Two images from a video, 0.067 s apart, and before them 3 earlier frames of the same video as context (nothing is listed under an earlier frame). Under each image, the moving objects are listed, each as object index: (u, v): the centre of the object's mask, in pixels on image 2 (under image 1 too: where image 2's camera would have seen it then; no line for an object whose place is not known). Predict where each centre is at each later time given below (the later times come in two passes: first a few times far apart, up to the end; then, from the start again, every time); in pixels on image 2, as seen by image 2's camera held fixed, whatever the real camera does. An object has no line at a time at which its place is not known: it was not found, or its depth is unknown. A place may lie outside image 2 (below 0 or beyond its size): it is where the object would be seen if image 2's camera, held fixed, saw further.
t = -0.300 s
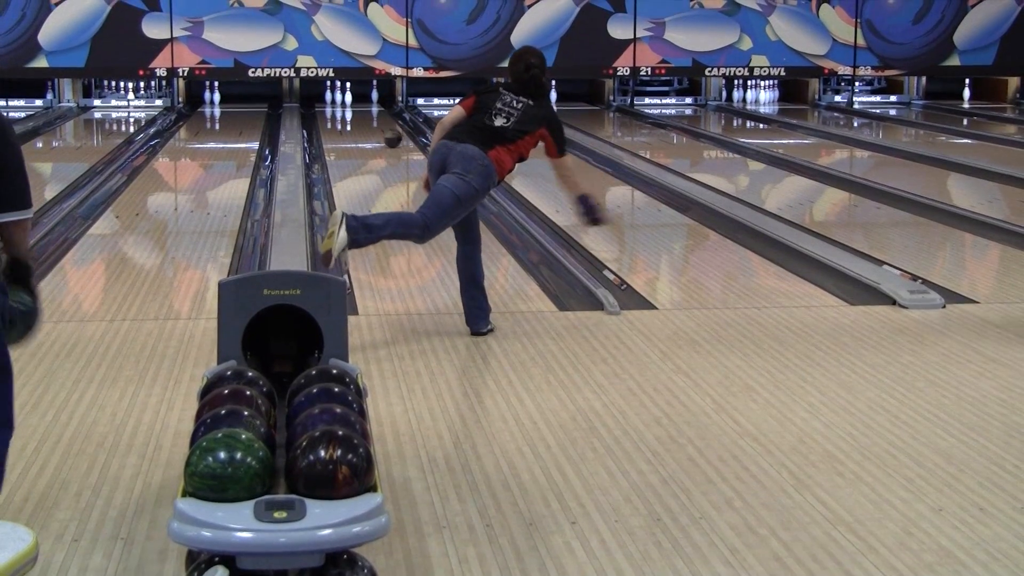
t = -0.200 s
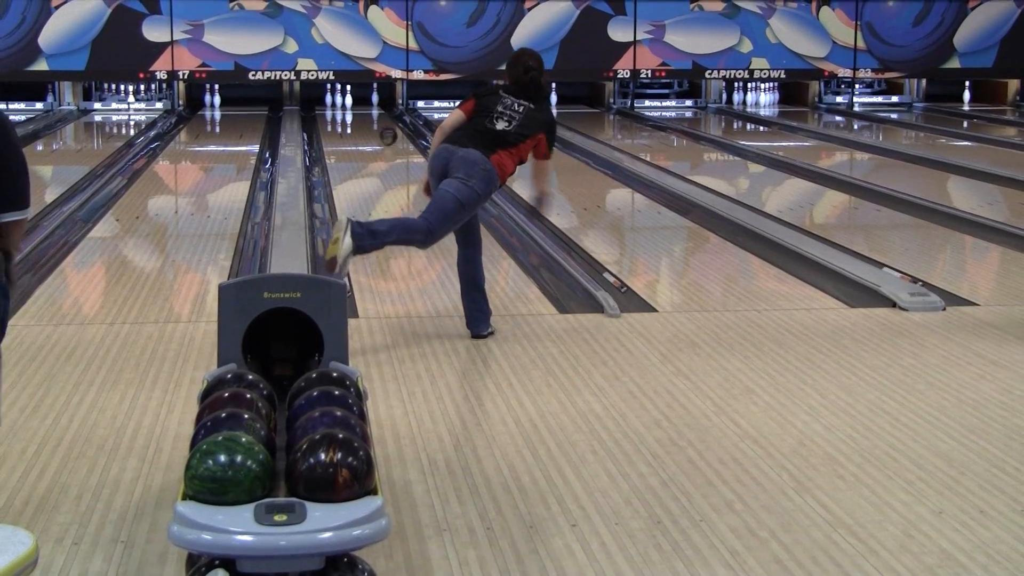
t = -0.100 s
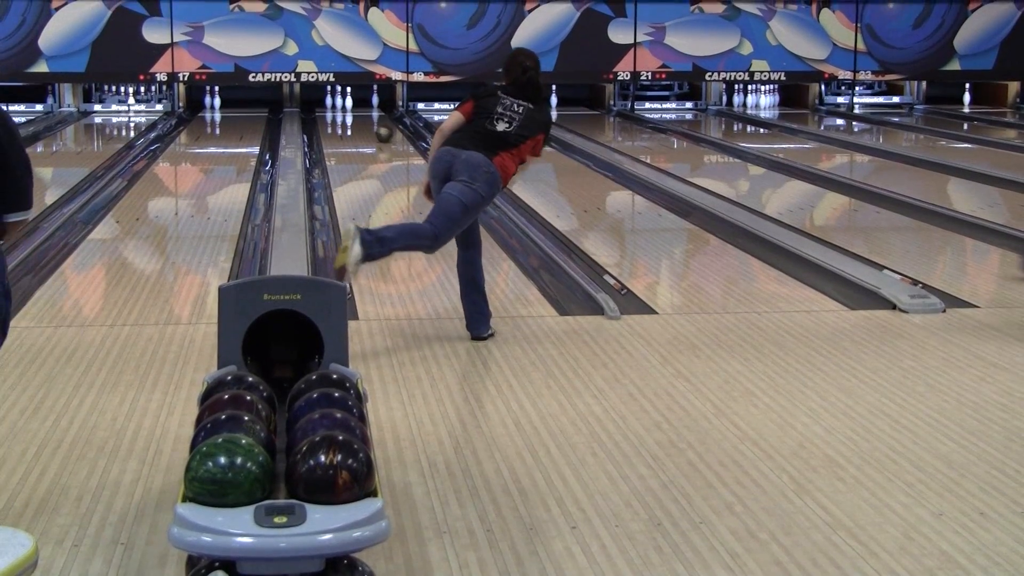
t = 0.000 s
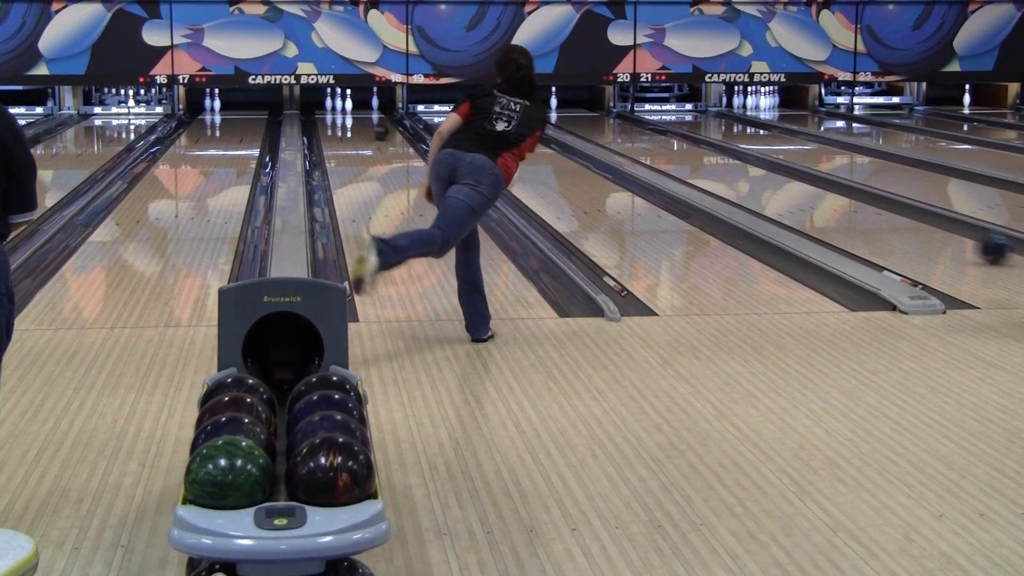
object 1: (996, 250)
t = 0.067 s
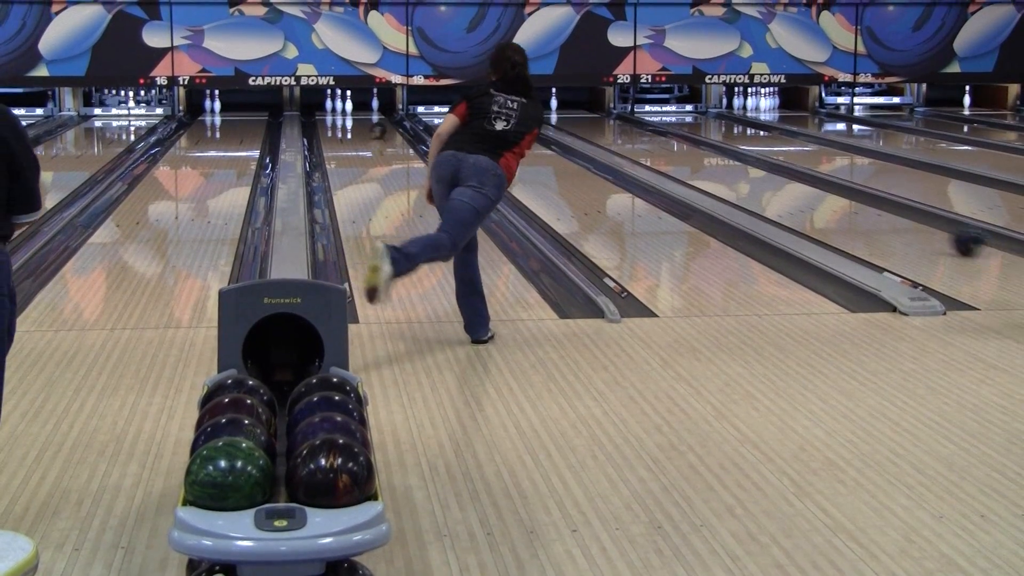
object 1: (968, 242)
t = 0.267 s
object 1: (898, 216)
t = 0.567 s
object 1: (818, 189)
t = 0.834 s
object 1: (763, 170)
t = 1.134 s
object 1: (714, 154)
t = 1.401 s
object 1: (679, 141)
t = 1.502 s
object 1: (668, 137)
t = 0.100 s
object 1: (954, 237)
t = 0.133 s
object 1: (942, 234)
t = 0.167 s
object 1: (930, 230)
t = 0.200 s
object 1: (919, 224)
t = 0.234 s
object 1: (908, 220)
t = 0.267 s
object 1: (898, 216)
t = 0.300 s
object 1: (888, 214)
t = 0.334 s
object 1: (878, 211)
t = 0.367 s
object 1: (868, 207)
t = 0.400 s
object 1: (859, 204)
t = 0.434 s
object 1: (850, 200)
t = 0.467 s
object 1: (842, 198)
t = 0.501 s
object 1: (833, 194)
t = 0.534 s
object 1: (825, 192)
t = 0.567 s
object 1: (818, 189)
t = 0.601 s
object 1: (811, 187)
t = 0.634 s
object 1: (803, 184)
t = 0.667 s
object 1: (795, 182)
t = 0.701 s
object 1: (789, 180)
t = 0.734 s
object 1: (782, 177)
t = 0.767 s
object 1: (775, 175)
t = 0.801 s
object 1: (769, 172)
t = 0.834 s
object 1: (763, 170)
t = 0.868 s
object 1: (757, 168)
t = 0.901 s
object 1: (751, 166)
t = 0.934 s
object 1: (746, 165)
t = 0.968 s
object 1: (741, 163)
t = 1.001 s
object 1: (734, 161)
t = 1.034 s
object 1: (729, 159)
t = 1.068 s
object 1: (724, 158)
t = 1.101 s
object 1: (719, 155)
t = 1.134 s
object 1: (714, 154)
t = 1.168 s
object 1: (710, 152)
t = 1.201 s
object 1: (705, 150)
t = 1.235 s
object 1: (701, 148)
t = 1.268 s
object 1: (697, 147)
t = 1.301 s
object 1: (691, 145)
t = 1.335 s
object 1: (687, 144)
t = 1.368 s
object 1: (684, 143)
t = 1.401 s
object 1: (679, 141)
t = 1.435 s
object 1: (675, 140)
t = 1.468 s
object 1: (672, 139)
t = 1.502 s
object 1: (668, 137)
